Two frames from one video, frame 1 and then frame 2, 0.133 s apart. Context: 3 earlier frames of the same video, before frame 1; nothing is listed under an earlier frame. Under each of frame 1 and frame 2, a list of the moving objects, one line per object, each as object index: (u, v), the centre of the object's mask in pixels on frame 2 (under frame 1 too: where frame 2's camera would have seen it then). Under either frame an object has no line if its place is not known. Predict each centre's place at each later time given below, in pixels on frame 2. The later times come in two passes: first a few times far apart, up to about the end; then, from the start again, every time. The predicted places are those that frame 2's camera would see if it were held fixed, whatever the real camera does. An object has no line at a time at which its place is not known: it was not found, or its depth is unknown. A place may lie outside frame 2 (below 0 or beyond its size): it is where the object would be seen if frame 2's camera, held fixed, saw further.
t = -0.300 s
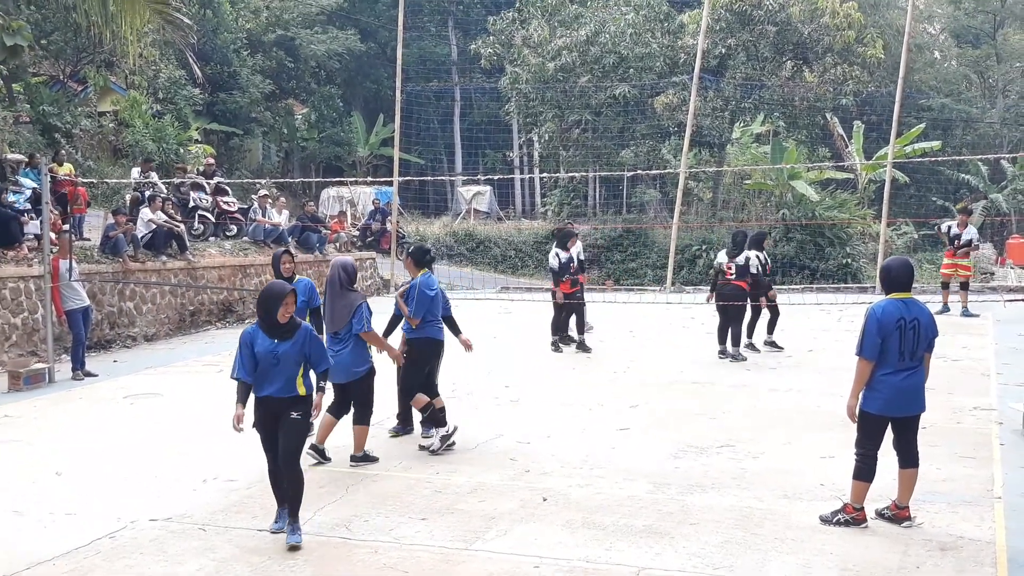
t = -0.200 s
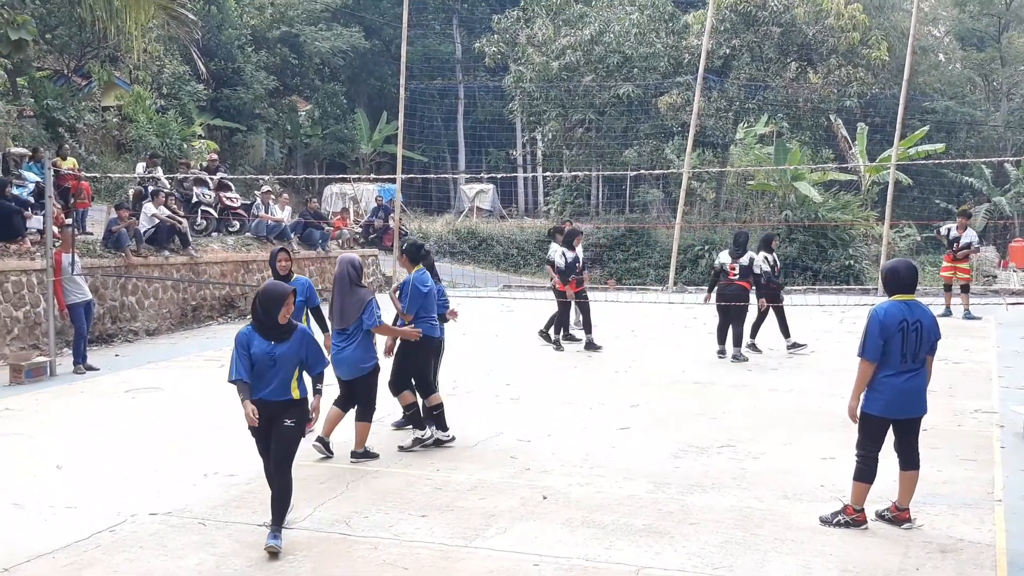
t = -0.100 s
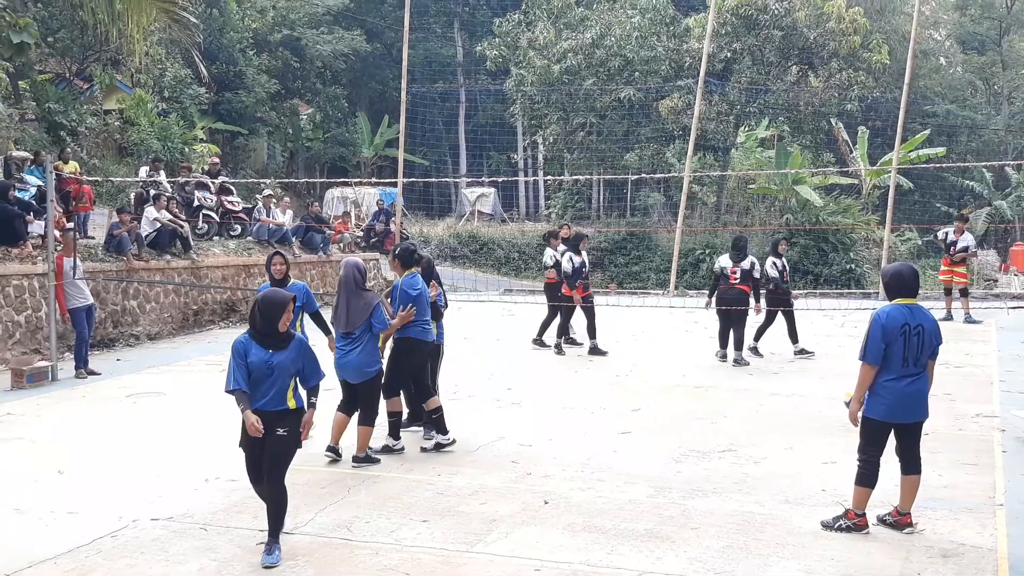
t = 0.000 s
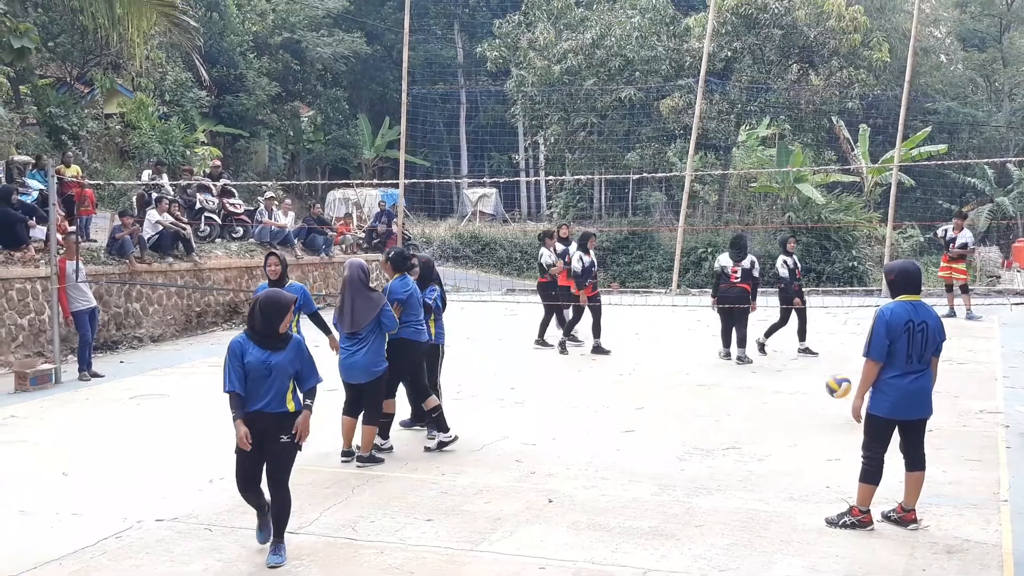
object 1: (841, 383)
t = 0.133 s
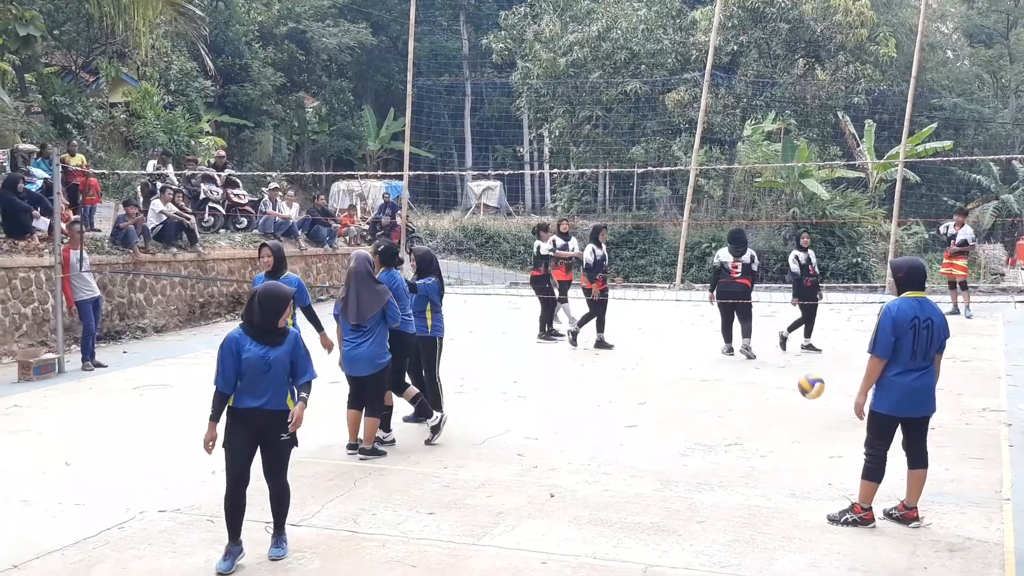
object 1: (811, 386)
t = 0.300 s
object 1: (771, 424)
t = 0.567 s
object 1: (694, 440)
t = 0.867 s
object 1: (584, 482)
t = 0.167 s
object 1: (804, 392)
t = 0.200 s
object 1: (795, 398)
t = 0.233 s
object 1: (787, 405)
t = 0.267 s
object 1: (778, 413)
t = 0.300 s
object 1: (771, 424)
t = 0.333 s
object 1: (762, 437)
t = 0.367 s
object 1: (753, 436)
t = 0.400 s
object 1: (743, 432)
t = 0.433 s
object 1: (734, 431)
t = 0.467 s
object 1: (724, 430)
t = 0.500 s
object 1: (714, 431)
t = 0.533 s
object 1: (703, 434)
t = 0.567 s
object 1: (694, 440)
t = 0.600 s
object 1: (682, 445)
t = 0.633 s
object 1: (670, 454)
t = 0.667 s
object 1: (659, 465)
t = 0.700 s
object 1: (648, 477)
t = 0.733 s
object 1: (635, 484)
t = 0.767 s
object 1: (623, 480)
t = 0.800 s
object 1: (611, 478)
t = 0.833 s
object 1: (597, 479)
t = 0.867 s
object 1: (584, 482)
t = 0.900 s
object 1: (570, 487)
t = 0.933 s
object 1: (555, 494)
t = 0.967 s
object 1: (540, 503)
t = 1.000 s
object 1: (525, 516)
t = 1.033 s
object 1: (509, 531)
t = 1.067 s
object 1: (492, 541)
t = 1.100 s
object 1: (475, 539)
